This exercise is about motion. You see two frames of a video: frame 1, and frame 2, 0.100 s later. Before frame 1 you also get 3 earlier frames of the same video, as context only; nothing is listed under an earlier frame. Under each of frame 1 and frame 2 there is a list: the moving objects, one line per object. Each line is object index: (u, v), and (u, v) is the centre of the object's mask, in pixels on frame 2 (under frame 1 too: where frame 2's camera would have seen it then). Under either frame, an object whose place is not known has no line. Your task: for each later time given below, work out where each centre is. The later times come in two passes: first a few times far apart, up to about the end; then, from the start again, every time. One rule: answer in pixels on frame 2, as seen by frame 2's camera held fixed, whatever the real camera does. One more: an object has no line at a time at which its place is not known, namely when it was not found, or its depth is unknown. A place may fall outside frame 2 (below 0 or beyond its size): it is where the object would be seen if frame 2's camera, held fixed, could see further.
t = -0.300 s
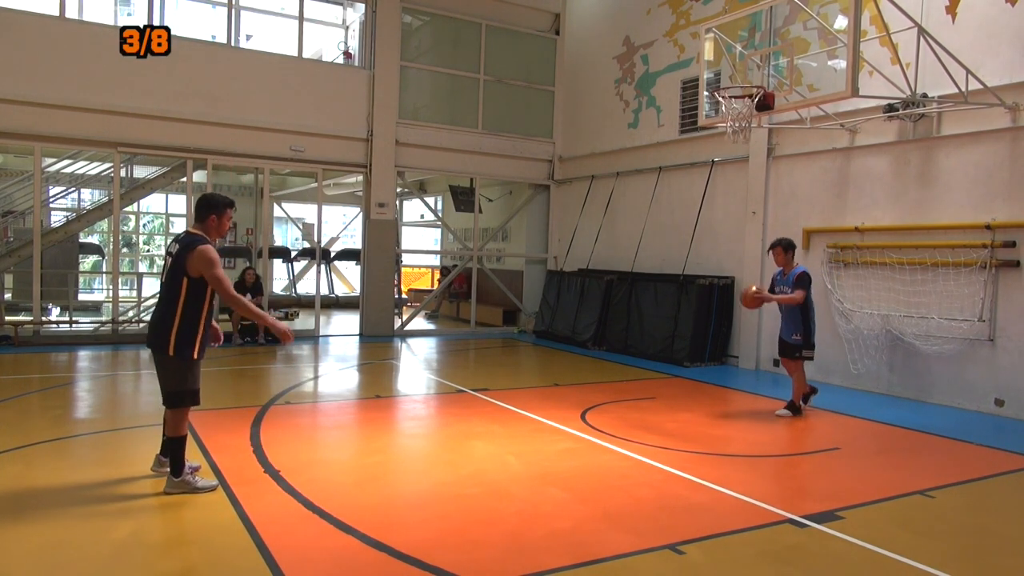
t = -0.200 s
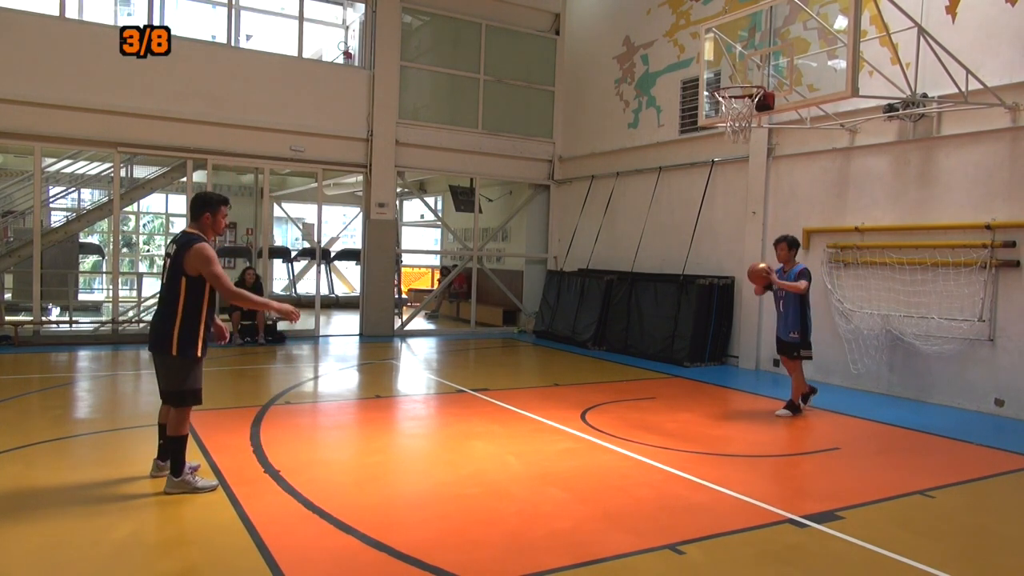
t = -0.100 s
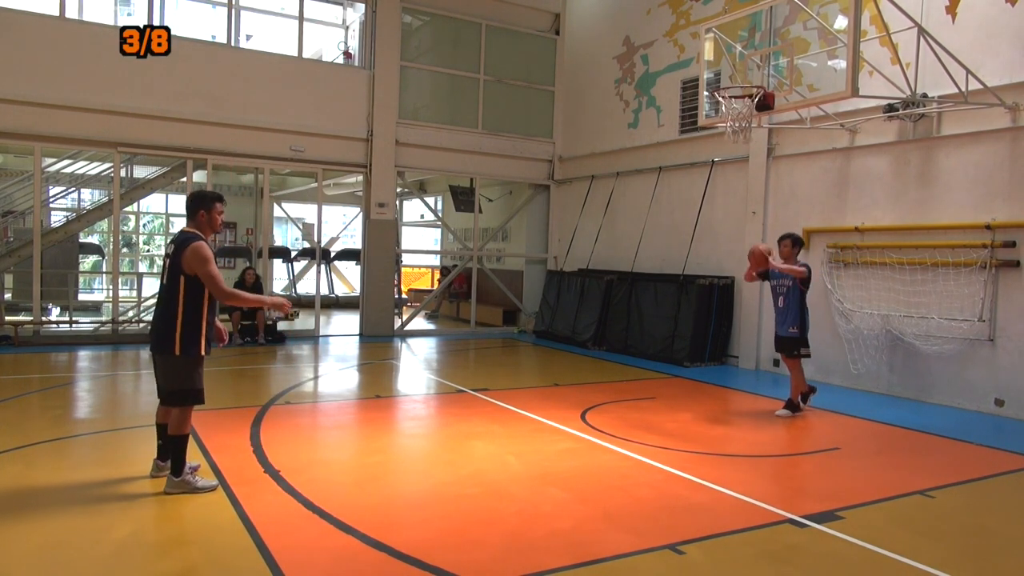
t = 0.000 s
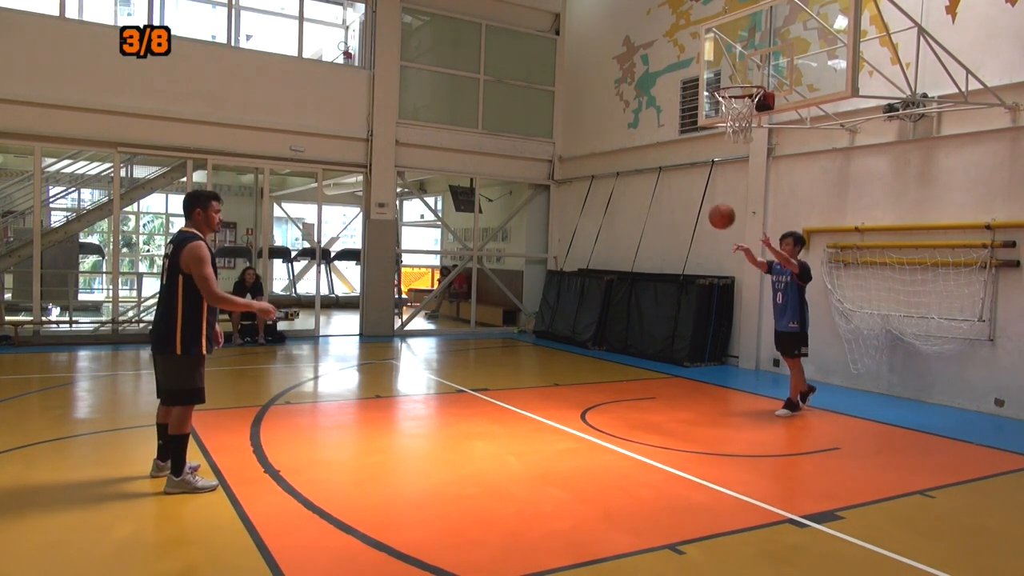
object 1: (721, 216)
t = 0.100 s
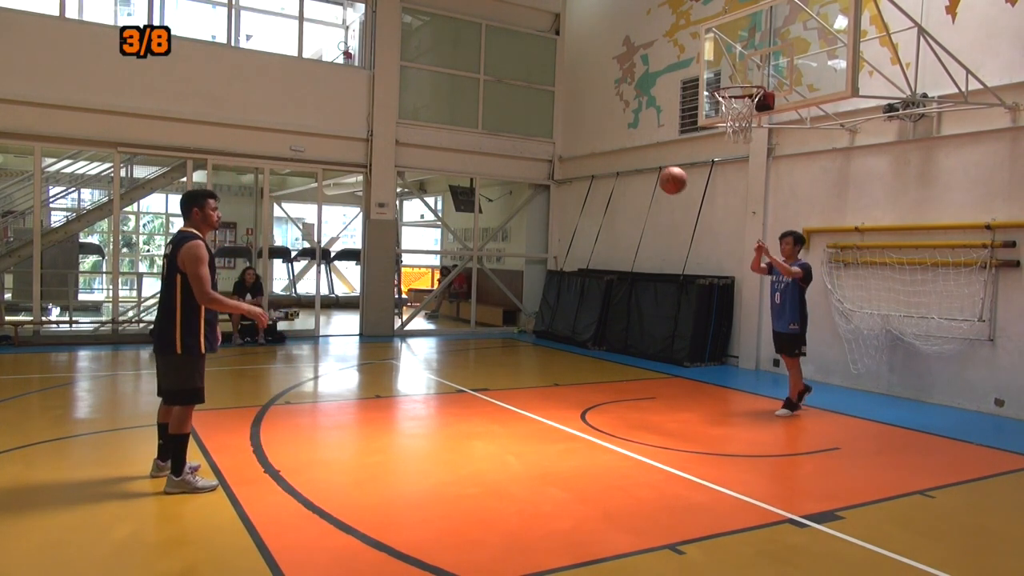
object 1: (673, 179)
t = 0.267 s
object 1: (579, 139)
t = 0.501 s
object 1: (418, 134)
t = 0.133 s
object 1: (655, 168)
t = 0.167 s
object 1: (638, 159)
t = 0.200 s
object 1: (619, 152)
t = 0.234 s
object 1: (600, 144)
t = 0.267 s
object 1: (579, 139)
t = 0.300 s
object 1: (559, 135)
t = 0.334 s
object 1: (538, 131)
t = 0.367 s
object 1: (515, 129)
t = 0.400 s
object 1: (492, 127)
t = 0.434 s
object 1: (468, 128)
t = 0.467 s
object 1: (444, 130)
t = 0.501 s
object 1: (418, 134)
